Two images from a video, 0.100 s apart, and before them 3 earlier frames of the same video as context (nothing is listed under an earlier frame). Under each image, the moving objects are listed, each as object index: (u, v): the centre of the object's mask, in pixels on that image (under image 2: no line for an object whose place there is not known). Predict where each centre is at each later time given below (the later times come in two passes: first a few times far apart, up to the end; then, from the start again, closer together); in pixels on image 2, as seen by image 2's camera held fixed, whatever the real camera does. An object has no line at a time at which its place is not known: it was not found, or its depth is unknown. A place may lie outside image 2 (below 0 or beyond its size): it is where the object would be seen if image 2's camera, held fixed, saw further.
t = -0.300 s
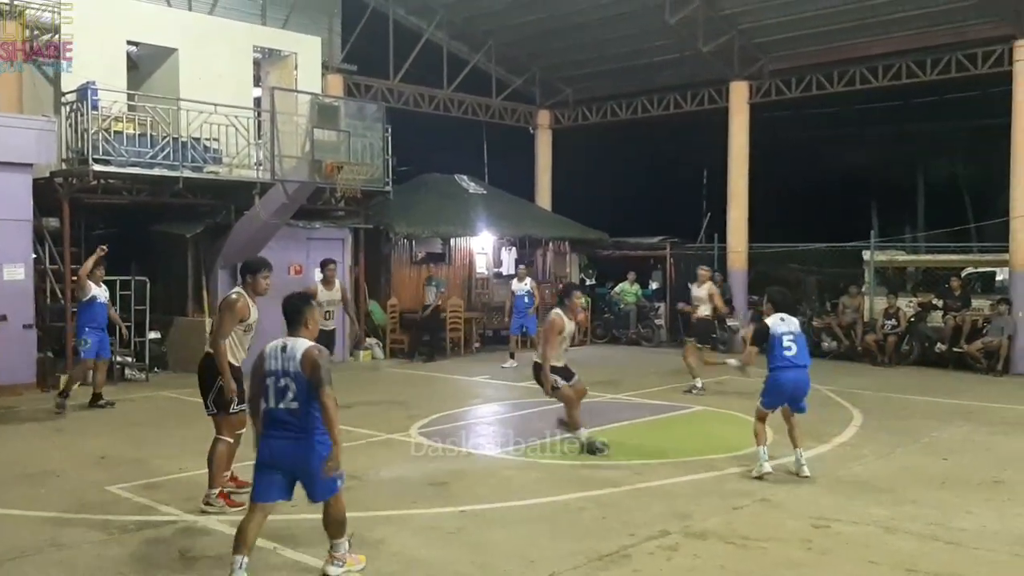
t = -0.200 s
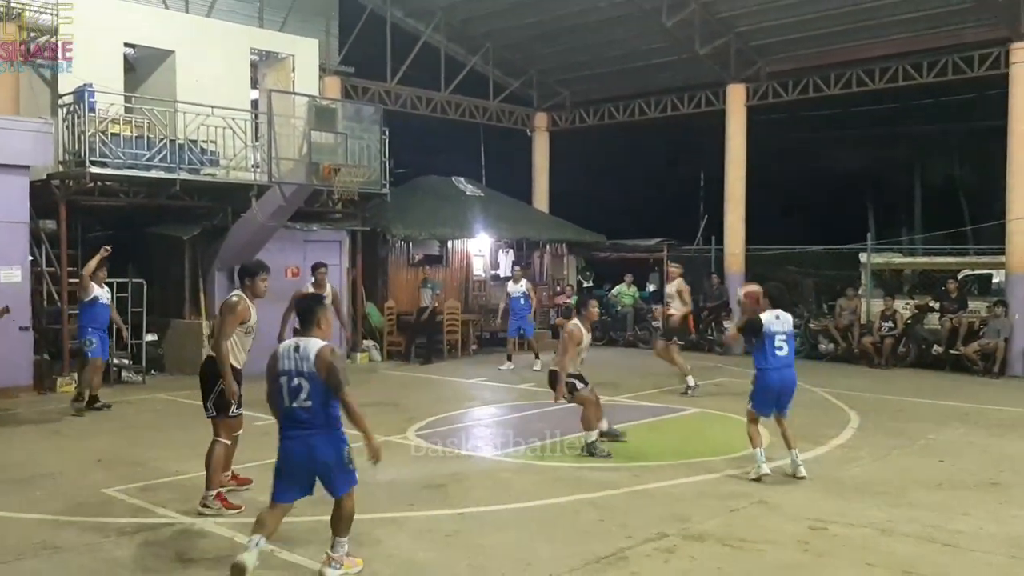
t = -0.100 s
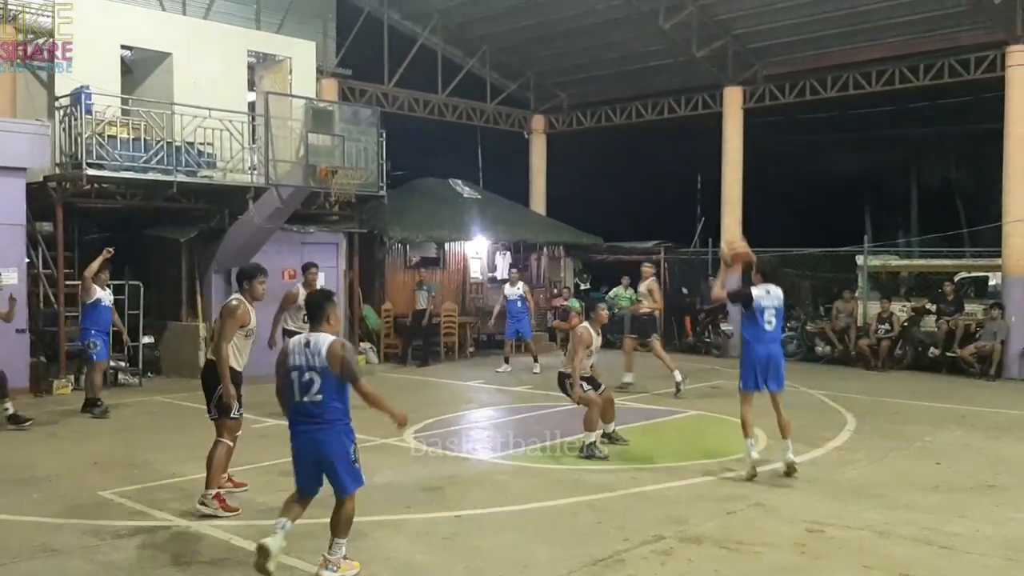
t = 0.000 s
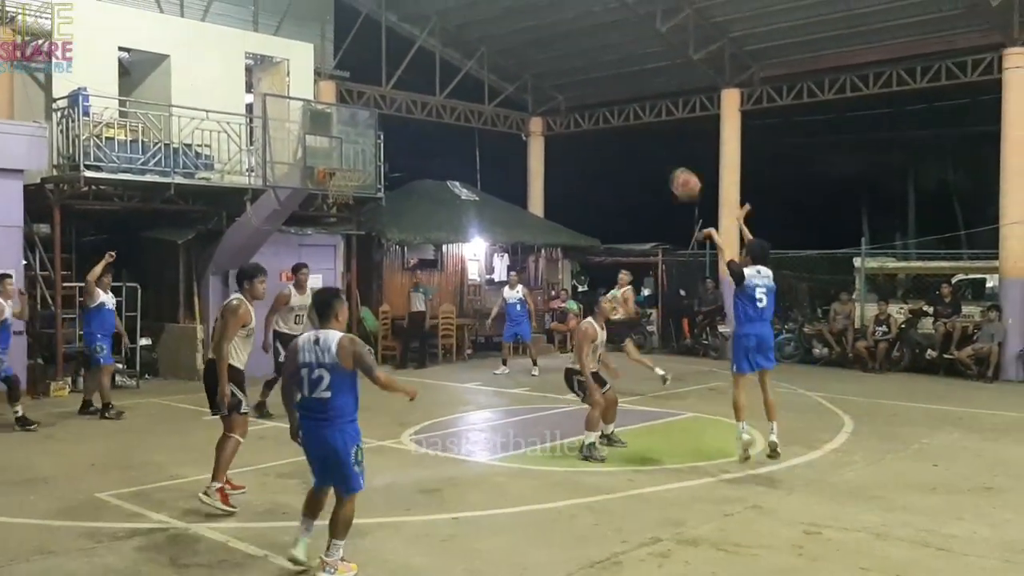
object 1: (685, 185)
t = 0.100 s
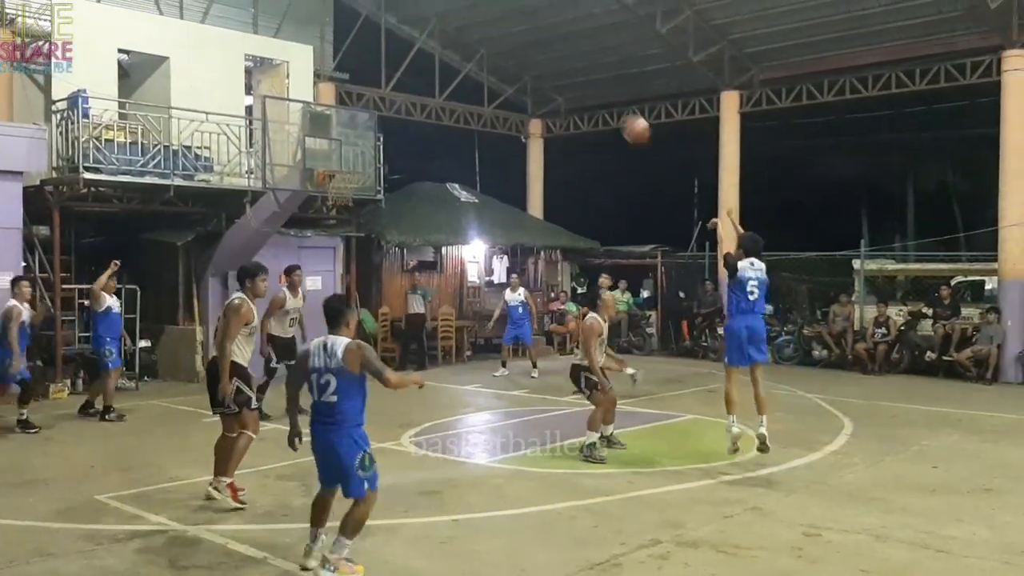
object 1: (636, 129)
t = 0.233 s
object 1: (577, 75)
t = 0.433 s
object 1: (501, 33)
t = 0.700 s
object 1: (416, 38)
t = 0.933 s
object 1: (356, 85)
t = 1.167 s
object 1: (321, 157)
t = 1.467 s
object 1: (396, 170)
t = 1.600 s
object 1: (431, 195)
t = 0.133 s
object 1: (620, 112)
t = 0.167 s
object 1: (605, 98)
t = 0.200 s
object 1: (592, 86)
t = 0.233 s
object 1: (577, 75)
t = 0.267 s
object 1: (564, 64)
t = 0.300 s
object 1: (550, 55)
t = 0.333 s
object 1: (538, 48)
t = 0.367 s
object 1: (524, 42)
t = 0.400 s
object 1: (513, 37)
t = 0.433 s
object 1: (501, 33)
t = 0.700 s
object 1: (416, 38)
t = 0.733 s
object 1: (407, 43)
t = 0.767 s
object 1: (398, 49)
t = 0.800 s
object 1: (390, 56)
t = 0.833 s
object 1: (381, 62)
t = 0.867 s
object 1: (373, 70)
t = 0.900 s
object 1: (365, 77)
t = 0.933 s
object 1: (356, 85)
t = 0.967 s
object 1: (349, 95)
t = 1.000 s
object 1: (341, 105)
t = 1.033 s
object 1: (333, 117)
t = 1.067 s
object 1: (327, 128)
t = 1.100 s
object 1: (319, 140)
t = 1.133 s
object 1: (316, 150)
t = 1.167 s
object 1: (321, 157)
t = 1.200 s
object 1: (330, 161)
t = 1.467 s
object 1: (396, 170)
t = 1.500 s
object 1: (405, 174)
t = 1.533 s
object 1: (413, 181)
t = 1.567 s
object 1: (422, 188)
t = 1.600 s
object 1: (431, 195)
